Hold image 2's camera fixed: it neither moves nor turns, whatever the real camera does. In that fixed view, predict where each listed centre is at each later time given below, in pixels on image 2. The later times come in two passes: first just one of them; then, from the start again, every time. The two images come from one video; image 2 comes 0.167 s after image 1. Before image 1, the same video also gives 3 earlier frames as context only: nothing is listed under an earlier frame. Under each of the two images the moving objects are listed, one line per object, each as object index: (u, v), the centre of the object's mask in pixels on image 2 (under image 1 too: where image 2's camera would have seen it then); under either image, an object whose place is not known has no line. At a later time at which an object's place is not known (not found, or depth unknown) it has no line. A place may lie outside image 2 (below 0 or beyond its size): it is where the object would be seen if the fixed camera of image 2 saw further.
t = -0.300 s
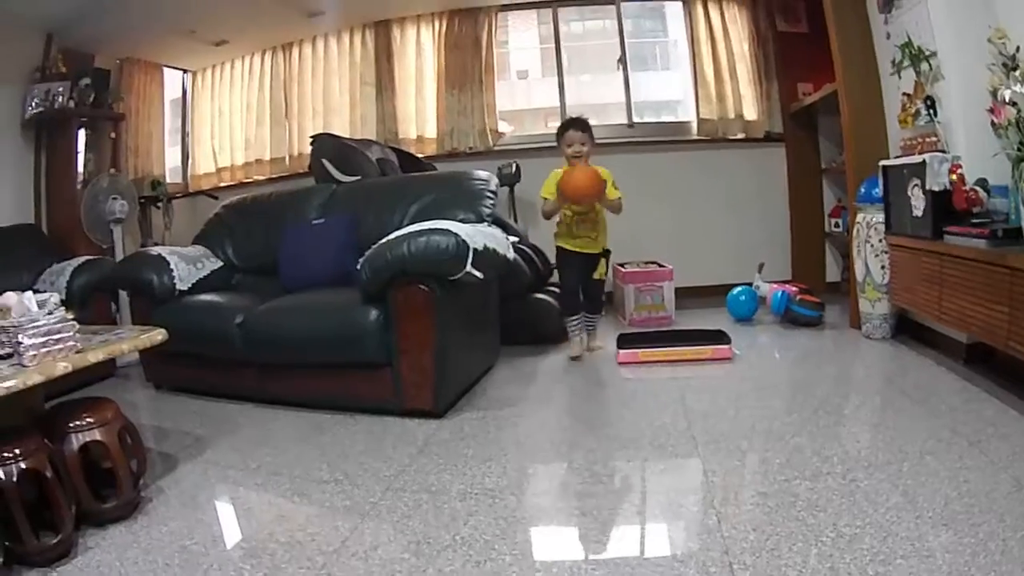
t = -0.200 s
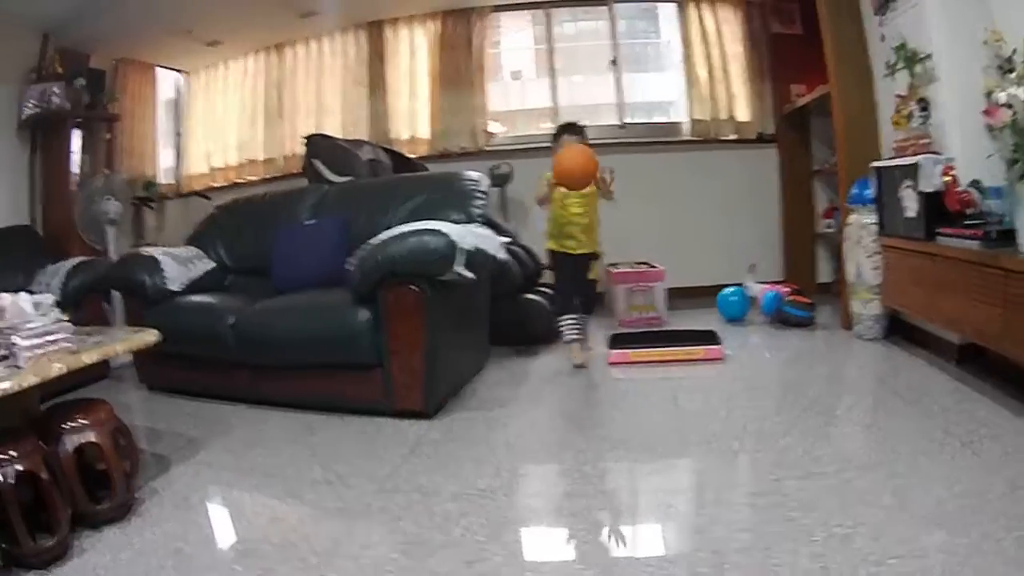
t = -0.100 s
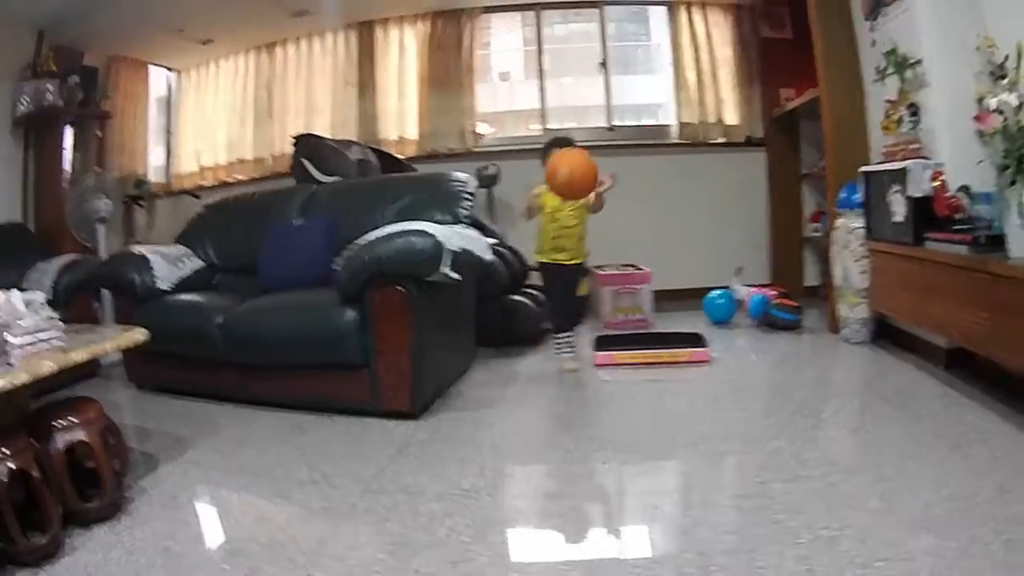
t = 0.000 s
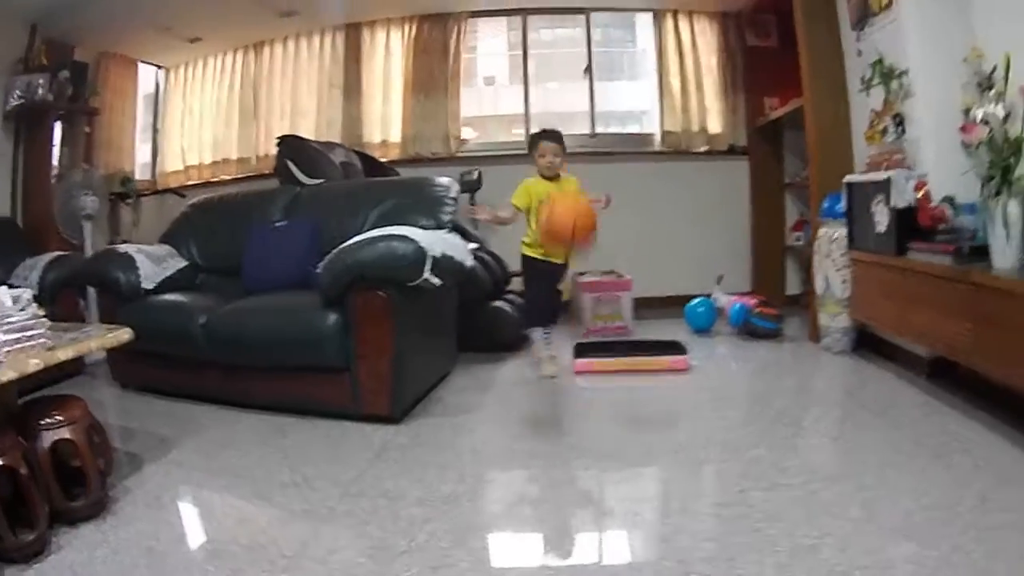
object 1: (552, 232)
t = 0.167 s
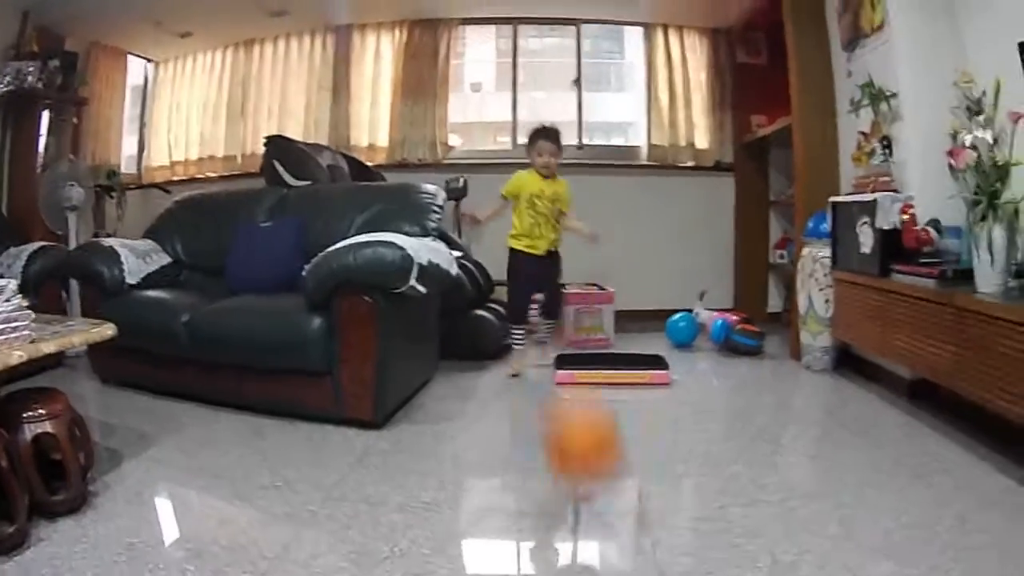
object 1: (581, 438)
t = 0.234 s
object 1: (596, 482)
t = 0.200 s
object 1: (590, 502)
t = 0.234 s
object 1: (596, 482)
